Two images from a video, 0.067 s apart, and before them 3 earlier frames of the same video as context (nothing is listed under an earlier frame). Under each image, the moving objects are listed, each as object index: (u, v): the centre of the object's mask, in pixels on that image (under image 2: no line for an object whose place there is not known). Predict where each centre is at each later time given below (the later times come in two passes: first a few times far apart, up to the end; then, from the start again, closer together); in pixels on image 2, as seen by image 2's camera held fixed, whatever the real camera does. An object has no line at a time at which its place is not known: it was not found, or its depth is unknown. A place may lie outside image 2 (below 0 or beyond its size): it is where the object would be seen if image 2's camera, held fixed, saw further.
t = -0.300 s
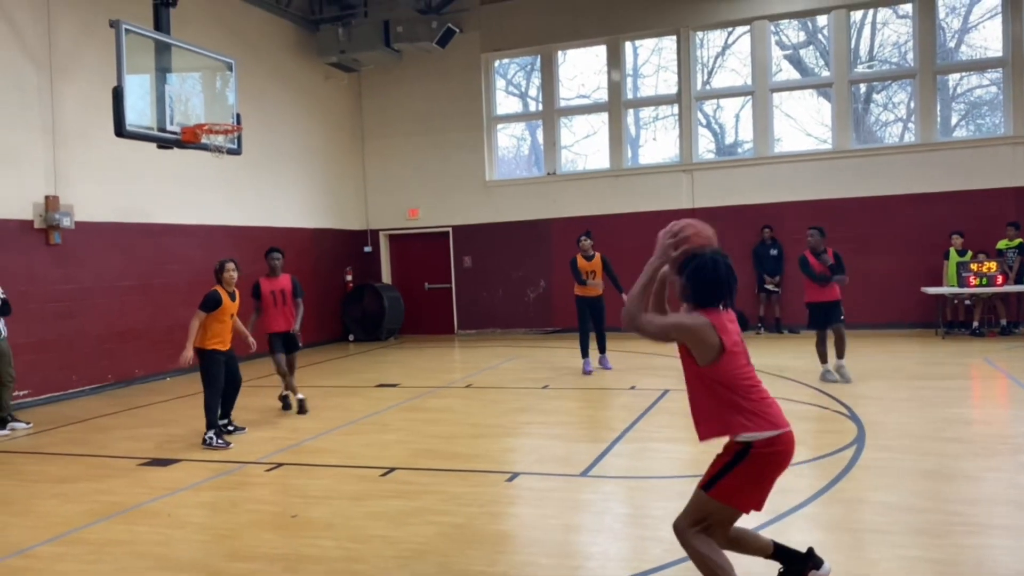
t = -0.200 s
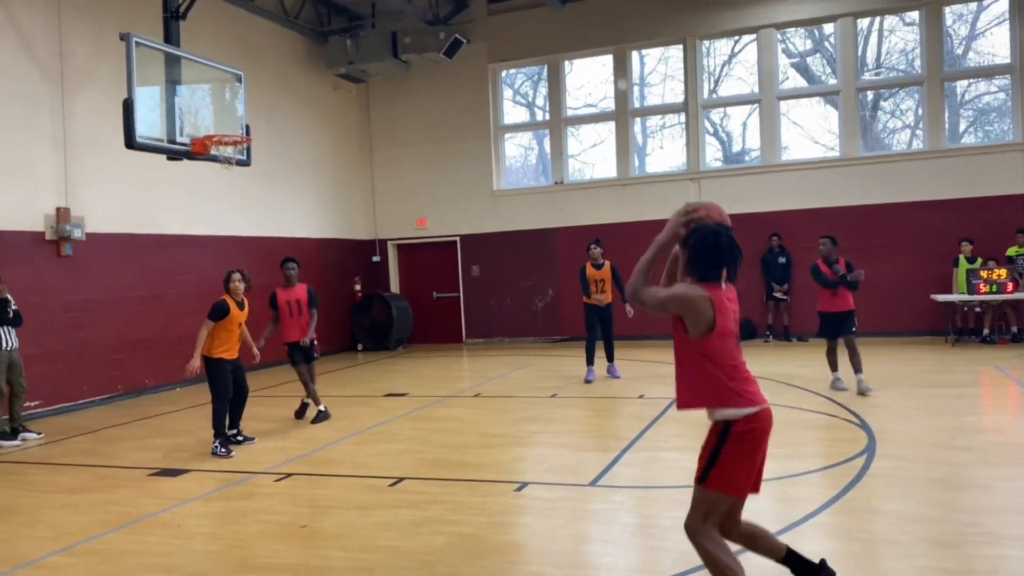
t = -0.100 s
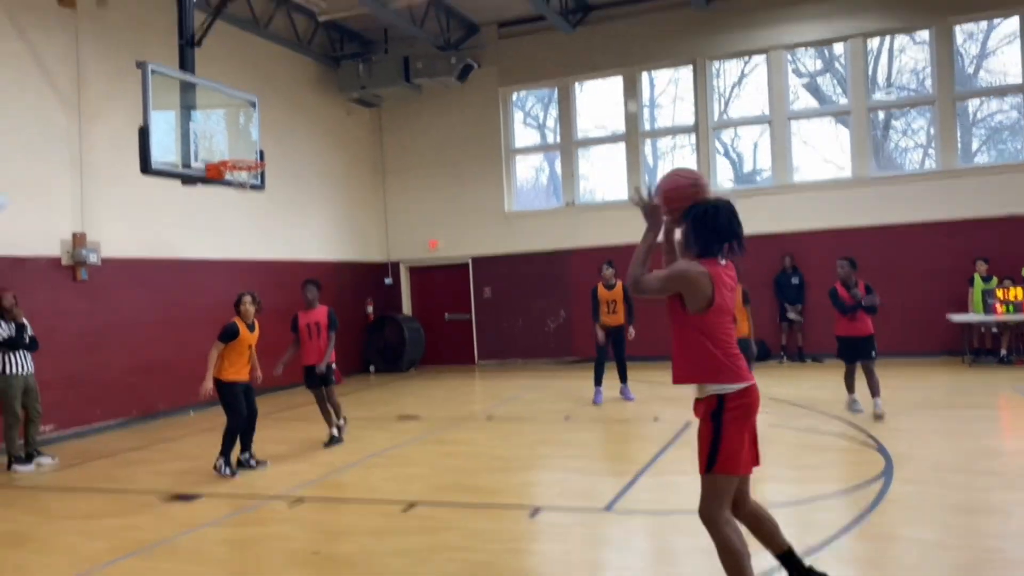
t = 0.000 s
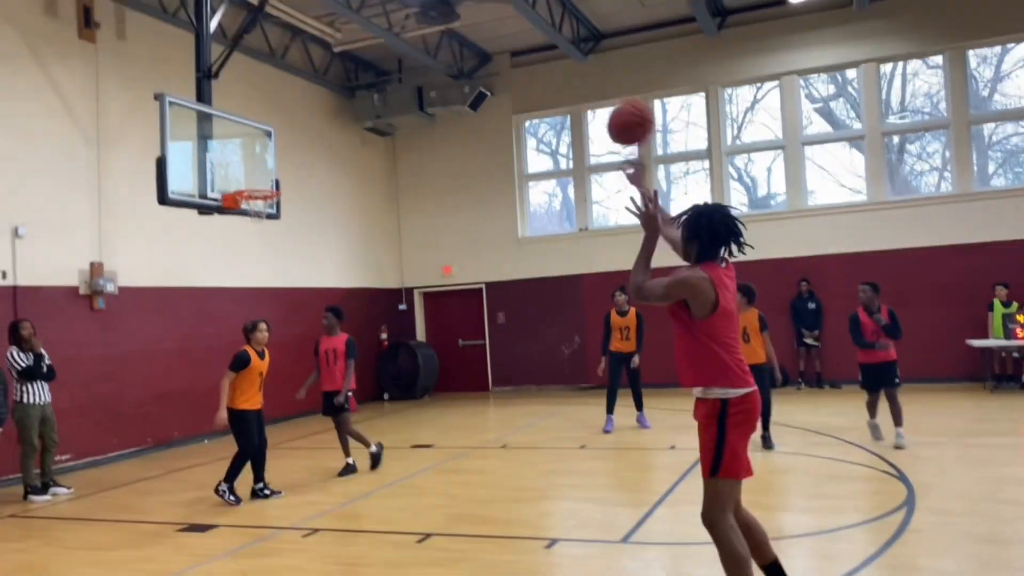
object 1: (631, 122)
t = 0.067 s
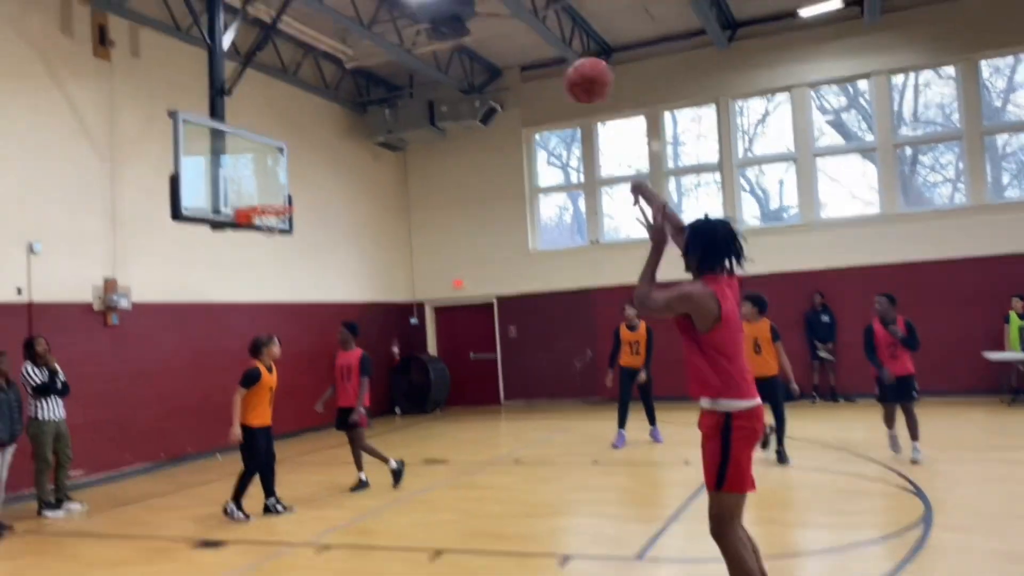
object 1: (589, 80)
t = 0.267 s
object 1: (481, -5)
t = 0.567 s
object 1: (375, -9)
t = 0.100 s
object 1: (577, 69)
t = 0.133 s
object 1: (555, 48)
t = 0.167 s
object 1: (534, 30)
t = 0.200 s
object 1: (514, 16)
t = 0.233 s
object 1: (497, 4)
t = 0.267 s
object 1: (481, -5)
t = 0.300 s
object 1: (467, -11)
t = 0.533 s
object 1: (384, -14)
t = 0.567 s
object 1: (375, -9)
